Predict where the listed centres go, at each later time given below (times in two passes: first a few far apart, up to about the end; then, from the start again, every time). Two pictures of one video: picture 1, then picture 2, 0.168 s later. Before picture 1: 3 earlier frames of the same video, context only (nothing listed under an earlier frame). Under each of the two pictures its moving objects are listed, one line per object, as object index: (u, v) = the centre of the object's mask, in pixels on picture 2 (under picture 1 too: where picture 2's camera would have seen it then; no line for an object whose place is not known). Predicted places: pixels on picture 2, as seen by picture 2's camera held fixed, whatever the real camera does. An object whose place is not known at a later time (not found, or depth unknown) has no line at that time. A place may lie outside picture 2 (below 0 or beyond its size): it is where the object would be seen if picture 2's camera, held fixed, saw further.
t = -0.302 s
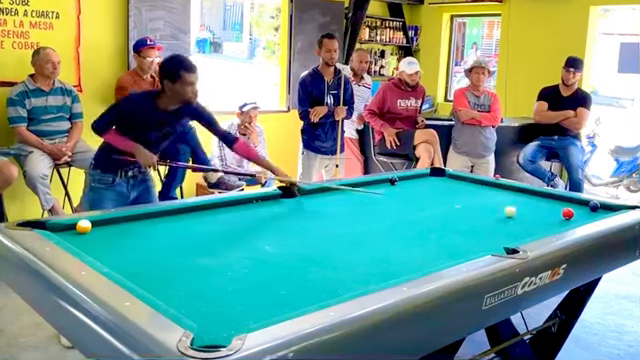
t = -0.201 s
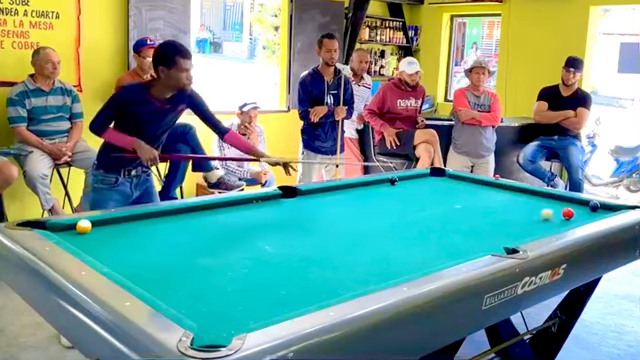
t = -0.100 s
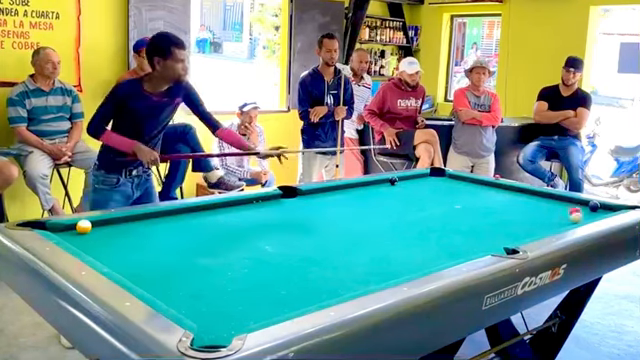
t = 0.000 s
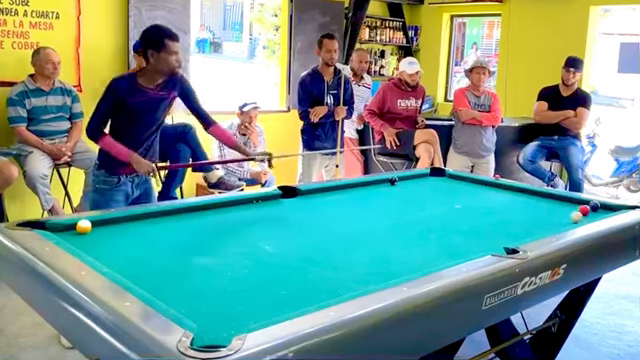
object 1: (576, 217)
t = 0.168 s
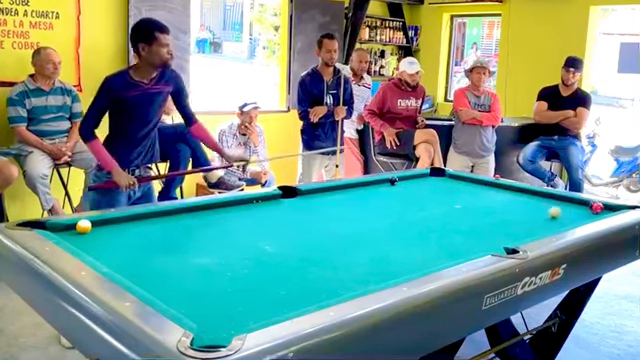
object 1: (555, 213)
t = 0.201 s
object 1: (550, 211)
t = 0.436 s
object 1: (523, 205)
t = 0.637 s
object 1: (501, 199)
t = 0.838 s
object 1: (482, 195)
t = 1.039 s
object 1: (463, 190)
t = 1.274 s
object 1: (443, 186)
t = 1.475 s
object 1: (427, 182)
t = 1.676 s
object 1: (413, 179)
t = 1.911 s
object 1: (412, 178)
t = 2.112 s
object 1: (420, 180)
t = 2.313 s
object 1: (428, 181)
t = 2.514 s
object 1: (436, 183)
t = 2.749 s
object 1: (445, 185)
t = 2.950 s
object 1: (452, 187)
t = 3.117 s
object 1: (458, 188)
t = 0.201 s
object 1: (550, 211)
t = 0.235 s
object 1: (546, 210)
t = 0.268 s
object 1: (542, 209)
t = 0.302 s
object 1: (538, 208)
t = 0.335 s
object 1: (534, 207)
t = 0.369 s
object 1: (530, 206)
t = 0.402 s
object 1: (527, 206)
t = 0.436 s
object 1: (523, 205)
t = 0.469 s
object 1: (519, 204)
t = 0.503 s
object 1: (516, 203)
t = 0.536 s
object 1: (512, 202)
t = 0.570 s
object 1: (508, 201)
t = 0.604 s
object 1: (505, 200)
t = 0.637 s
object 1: (501, 199)
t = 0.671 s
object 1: (498, 198)
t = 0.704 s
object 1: (495, 197)
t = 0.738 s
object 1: (491, 197)
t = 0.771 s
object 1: (488, 196)
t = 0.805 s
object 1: (485, 195)
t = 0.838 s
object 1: (482, 195)
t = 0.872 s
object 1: (478, 194)
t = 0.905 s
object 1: (475, 193)
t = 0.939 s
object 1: (472, 192)
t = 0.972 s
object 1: (469, 192)
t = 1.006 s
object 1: (466, 191)
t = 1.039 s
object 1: (463, 190)
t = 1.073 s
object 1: (460, 189)
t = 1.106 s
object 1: (457, 189)
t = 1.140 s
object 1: (454, 188)
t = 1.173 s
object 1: (451, 187)
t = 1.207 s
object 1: (449, 187)
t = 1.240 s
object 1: (446, 186)
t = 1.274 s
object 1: (443, 186)
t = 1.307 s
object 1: (441, 185)
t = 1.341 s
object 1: (438, 184)
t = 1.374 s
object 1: (435, 184)
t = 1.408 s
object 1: (433, 183)
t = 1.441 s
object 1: (430, 183)
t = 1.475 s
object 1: (427, 182)
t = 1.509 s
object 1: (425, 182)
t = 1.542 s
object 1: (422, 181)
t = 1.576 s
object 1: (420, 181)
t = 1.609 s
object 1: (418, 180)
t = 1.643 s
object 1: (415, 179)
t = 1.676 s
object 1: (413, 179)
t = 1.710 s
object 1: (411, 178)
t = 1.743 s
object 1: (408, 178)
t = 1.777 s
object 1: (406, 177)
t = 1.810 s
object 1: (408, 178)
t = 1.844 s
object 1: (409, 178)
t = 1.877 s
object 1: (411, 178)
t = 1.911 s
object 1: (412, 178)
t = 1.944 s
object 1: (413, 179)
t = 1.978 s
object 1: (415, 179)
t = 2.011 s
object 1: (416, 179)
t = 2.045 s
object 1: (418, 180)
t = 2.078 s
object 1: (419, 180)
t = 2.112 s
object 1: (420, 180)
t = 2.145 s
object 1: (422, 180)
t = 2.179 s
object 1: (423, 181)
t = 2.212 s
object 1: (424, 181)
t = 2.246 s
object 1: (426, 181)
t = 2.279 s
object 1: (427, 181)
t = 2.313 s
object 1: (428, 181)
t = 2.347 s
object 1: (430, 182)
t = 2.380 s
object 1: (431, 182)
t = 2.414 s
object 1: (432, 182)
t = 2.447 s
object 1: (434, 183)
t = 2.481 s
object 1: (435, 183)
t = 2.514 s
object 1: (436, 183)
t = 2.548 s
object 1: (437, 184)
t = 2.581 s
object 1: (438, 184)
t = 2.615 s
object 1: (440, 184)
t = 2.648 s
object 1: (441, 184)
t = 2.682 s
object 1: (442, 184)
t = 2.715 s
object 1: (443, 185)
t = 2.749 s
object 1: (445, 185)
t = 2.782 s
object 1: (446, 186)
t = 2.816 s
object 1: (447, 186)
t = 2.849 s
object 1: (448, 186)
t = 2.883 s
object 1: (450, 186)
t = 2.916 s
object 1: (451, 186)
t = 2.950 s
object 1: (452, 187)
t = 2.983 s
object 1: (453, 187)
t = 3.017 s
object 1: (454, 187)
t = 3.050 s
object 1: (455, 188)
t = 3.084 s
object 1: (457, 188)
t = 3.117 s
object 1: (458, 188)
